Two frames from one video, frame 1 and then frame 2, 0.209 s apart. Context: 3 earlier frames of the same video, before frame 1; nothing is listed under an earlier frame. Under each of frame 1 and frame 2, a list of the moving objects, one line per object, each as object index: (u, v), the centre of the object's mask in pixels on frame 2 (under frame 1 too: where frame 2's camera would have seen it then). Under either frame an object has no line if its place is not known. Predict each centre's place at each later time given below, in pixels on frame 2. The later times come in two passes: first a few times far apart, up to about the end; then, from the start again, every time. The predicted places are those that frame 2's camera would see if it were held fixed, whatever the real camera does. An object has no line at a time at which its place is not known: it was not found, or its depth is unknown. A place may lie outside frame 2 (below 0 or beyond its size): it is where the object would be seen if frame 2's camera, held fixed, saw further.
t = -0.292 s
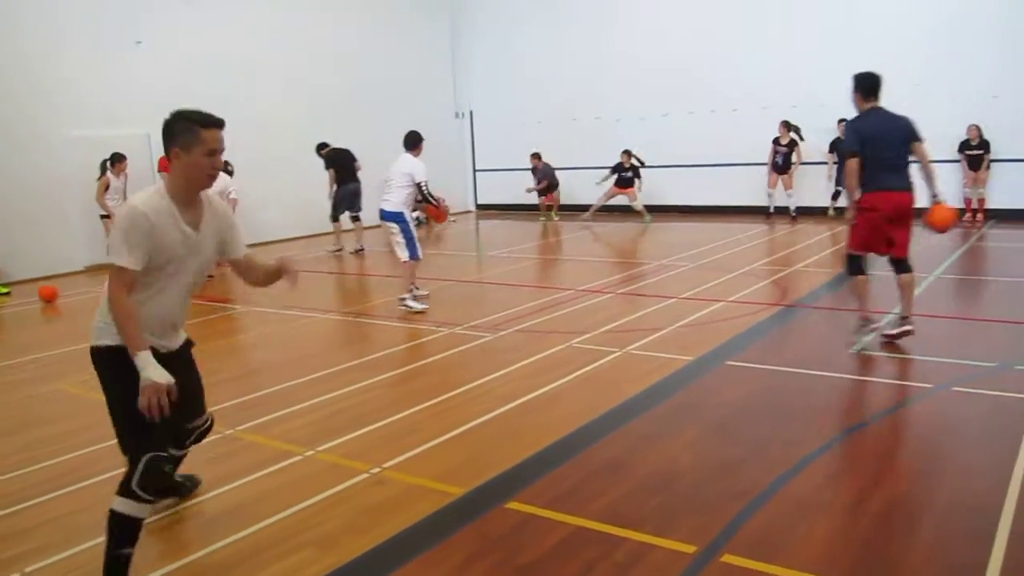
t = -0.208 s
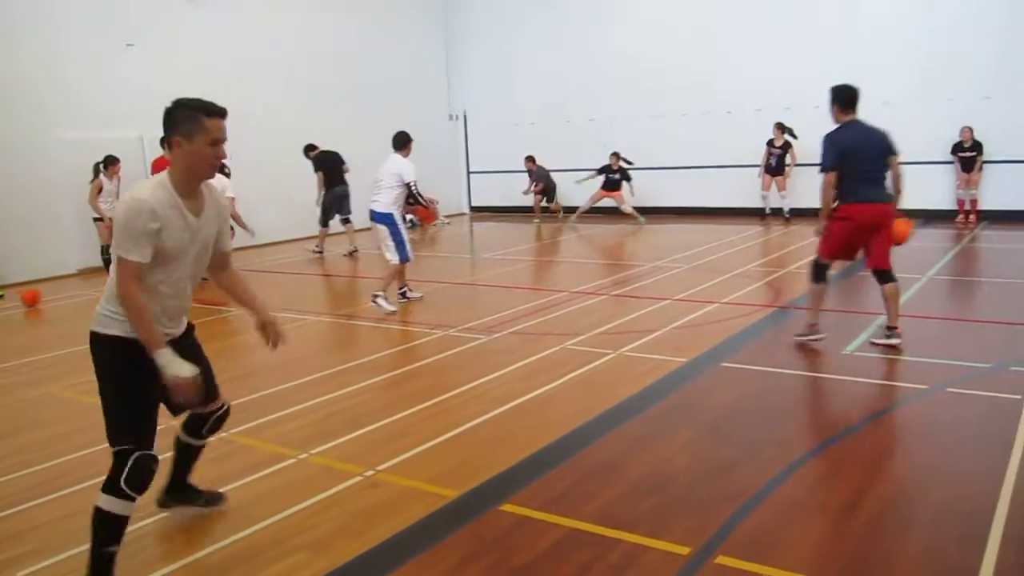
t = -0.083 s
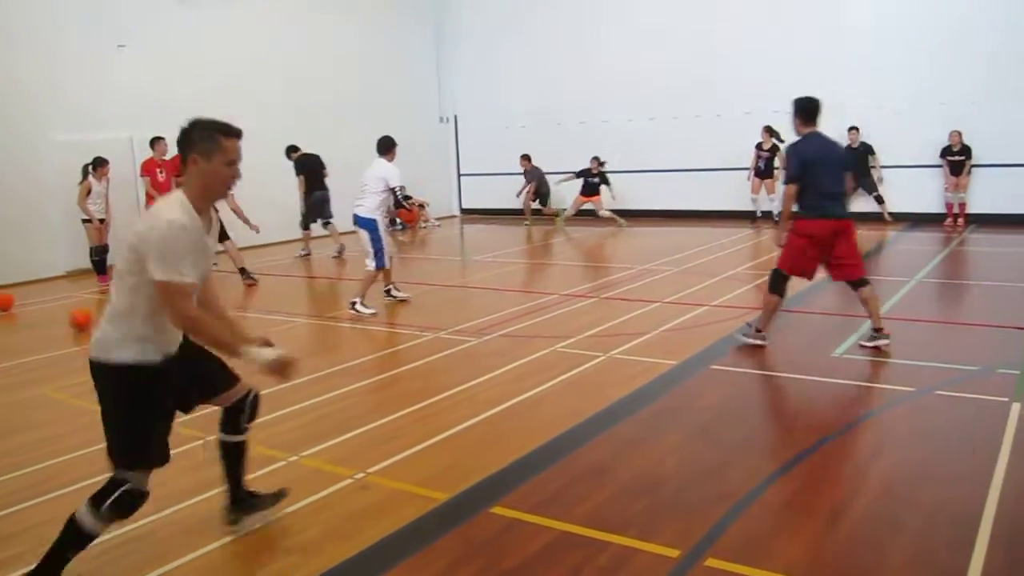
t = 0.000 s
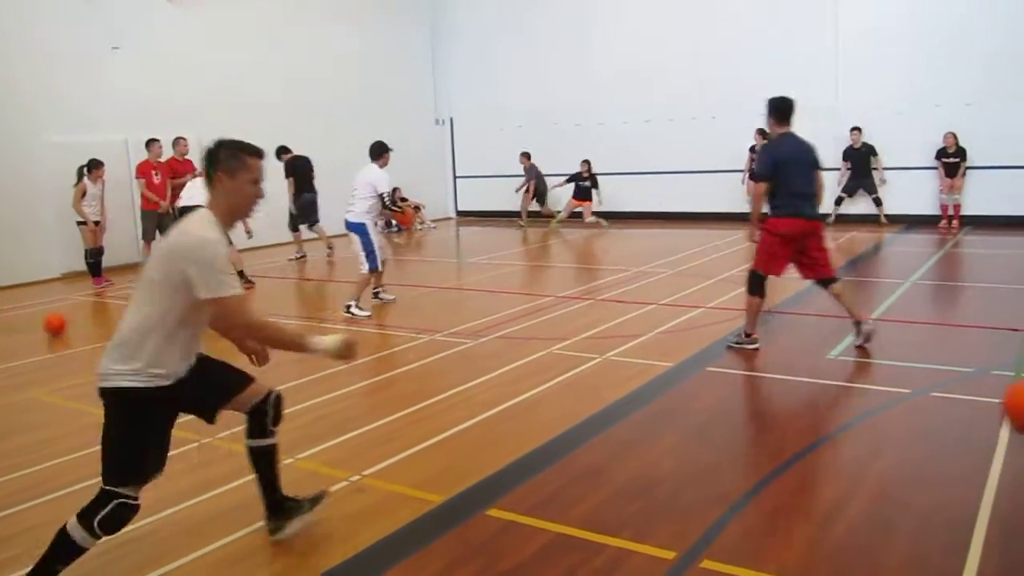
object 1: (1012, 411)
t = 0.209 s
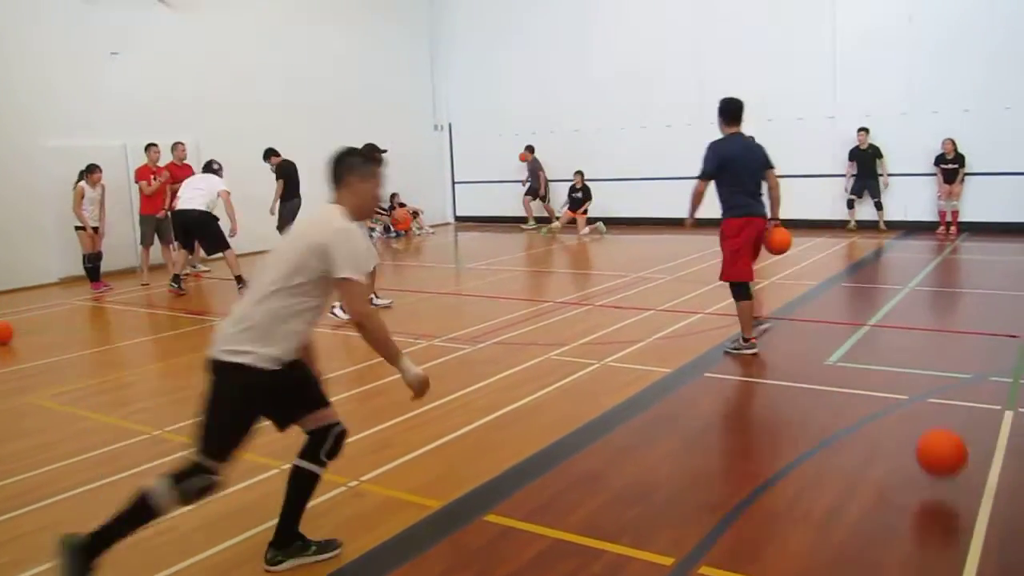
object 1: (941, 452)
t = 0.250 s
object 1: (932, 430)
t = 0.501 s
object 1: (884, 385)
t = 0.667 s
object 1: (857, 400)
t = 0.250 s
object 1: (932, 430)
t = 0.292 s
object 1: (923, 414)
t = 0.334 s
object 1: (915, 399)
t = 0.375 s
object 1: (907, 391)
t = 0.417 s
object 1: (899, 386)
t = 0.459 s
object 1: (891, 384)
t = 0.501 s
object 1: (884, 385)
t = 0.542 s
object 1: (877, 389)
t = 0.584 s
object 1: (870, 396)
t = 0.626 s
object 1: (863, 407)
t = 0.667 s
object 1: (857, 400)
